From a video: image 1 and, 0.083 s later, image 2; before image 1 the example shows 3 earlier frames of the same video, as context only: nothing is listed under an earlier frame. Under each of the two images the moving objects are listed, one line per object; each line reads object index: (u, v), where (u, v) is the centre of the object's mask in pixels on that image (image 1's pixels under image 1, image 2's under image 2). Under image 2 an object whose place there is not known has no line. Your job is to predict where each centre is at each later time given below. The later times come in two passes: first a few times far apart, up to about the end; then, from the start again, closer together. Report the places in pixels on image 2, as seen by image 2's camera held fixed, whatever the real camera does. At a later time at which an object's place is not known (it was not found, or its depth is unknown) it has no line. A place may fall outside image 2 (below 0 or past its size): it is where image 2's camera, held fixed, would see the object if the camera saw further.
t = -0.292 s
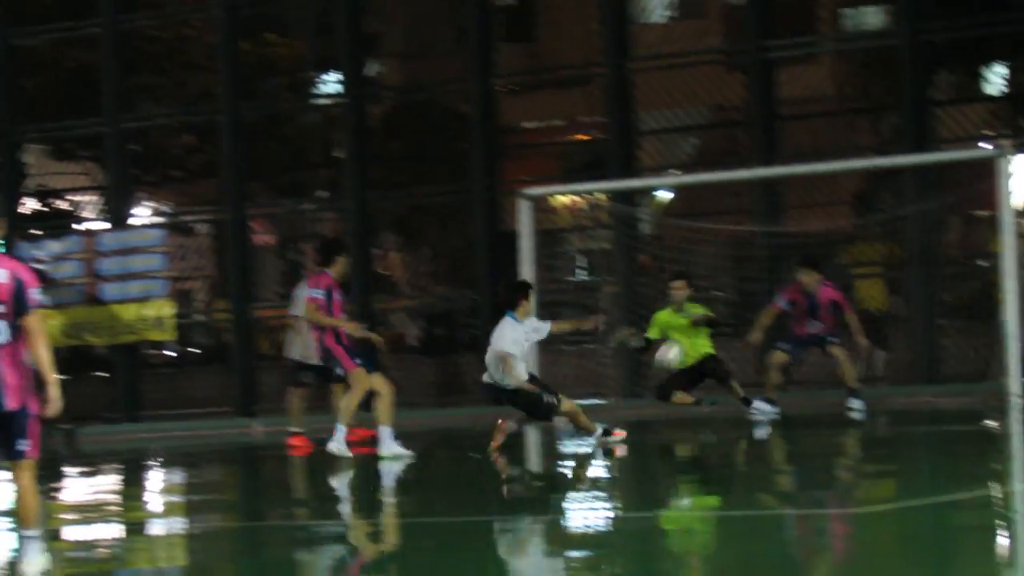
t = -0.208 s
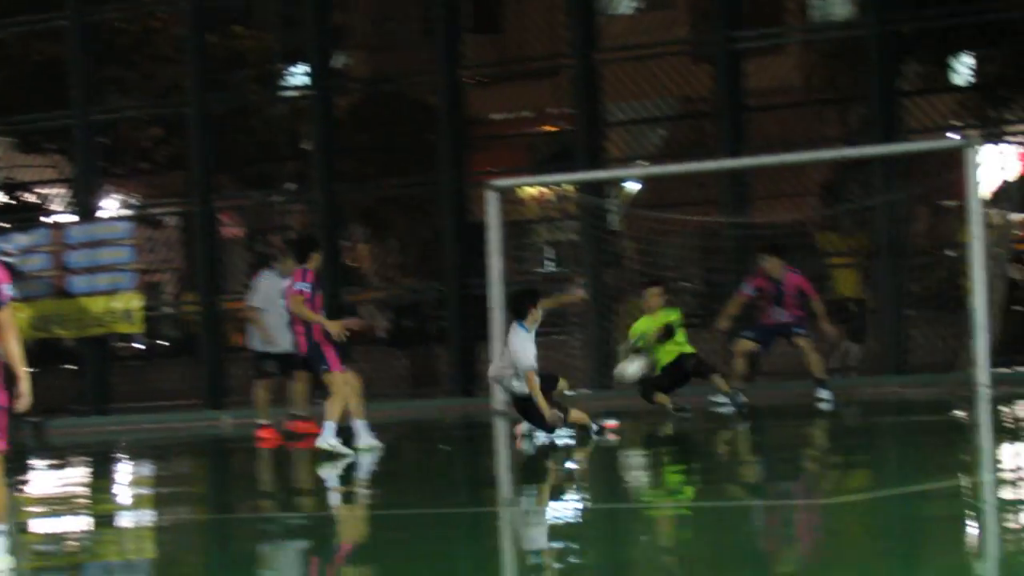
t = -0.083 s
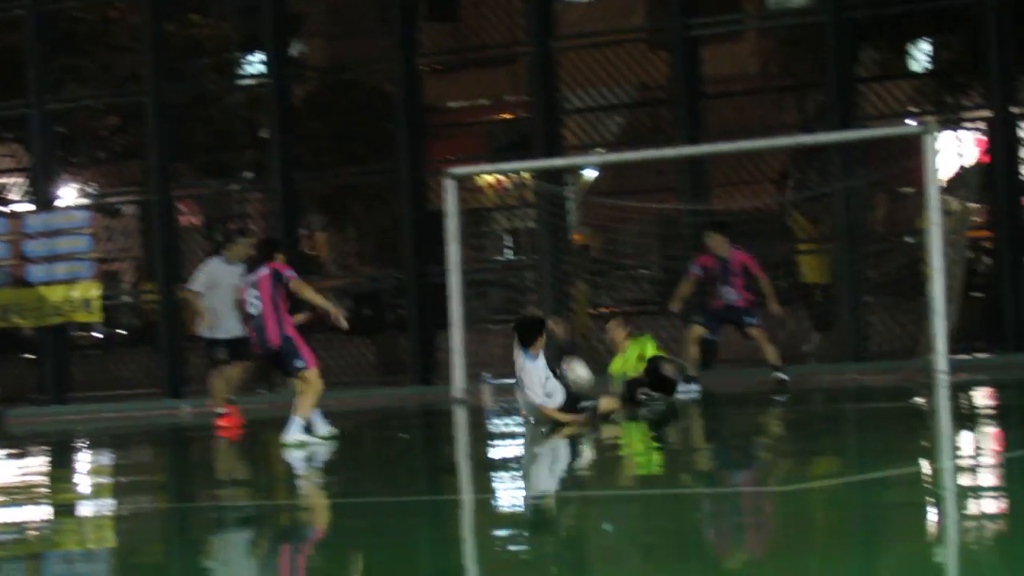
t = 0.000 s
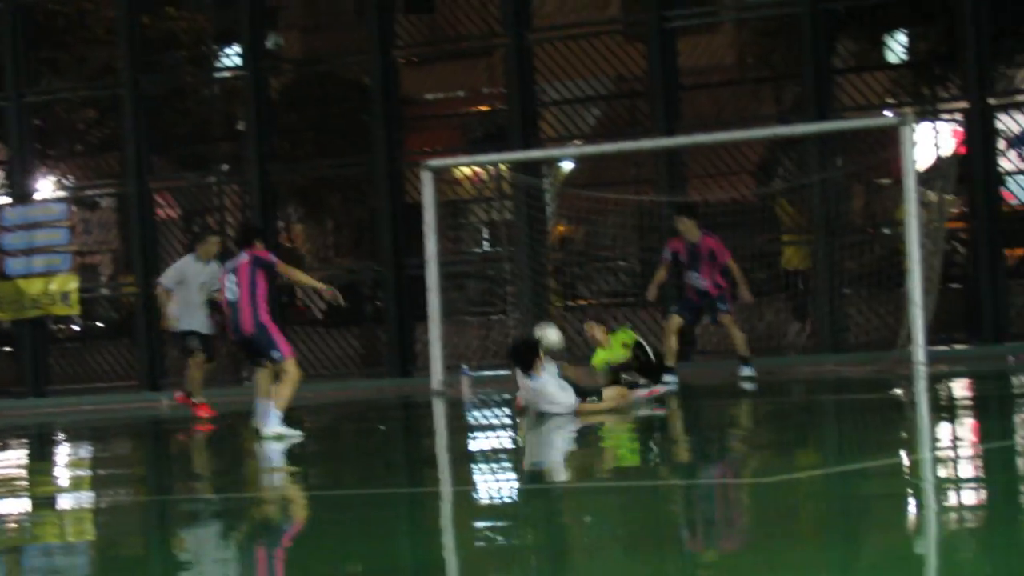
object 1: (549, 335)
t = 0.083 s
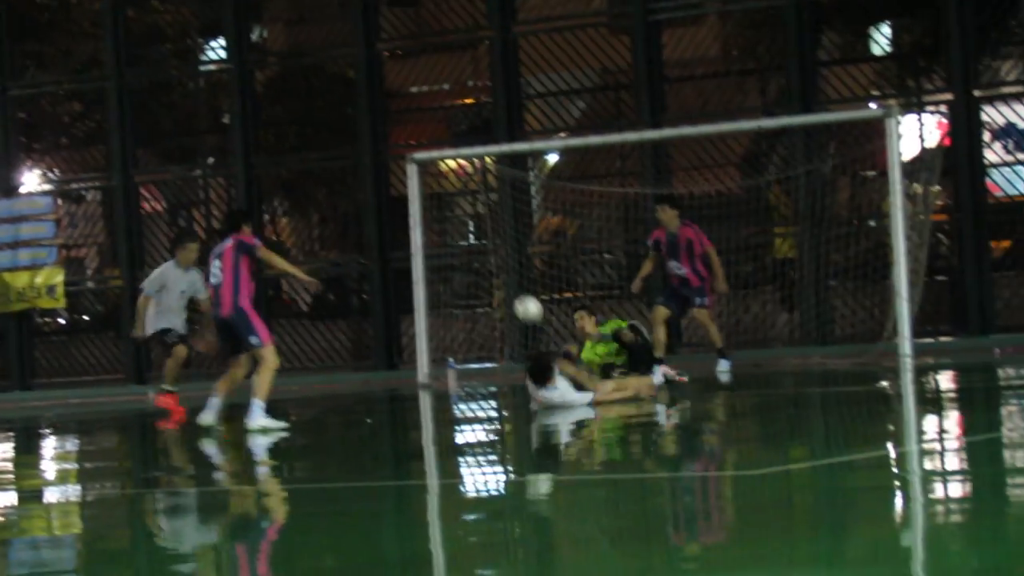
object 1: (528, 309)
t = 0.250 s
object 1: (518, 294)
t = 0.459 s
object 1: (507, 324)
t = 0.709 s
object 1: (495, 367)
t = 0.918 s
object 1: (485, 333)
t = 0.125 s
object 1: (526, 302)
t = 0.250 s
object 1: (518, 294)
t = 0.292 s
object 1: (516, 295)
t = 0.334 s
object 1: (513, 299)
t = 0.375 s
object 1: (511, 305)
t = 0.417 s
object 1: (509, 313)
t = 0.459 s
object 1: (507, 324)
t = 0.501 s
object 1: (505, 336)
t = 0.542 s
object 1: (504, 351)
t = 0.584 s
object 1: (502, 370)
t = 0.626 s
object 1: (501, 389)
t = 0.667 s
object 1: (498, 381)
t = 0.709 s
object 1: (495, 367)
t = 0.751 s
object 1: (493, 355)
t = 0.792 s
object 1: (490, 347)
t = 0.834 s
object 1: (488, 340)
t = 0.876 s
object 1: (487, 335)
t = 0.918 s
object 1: (485, 333)
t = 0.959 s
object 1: (483, 332)
